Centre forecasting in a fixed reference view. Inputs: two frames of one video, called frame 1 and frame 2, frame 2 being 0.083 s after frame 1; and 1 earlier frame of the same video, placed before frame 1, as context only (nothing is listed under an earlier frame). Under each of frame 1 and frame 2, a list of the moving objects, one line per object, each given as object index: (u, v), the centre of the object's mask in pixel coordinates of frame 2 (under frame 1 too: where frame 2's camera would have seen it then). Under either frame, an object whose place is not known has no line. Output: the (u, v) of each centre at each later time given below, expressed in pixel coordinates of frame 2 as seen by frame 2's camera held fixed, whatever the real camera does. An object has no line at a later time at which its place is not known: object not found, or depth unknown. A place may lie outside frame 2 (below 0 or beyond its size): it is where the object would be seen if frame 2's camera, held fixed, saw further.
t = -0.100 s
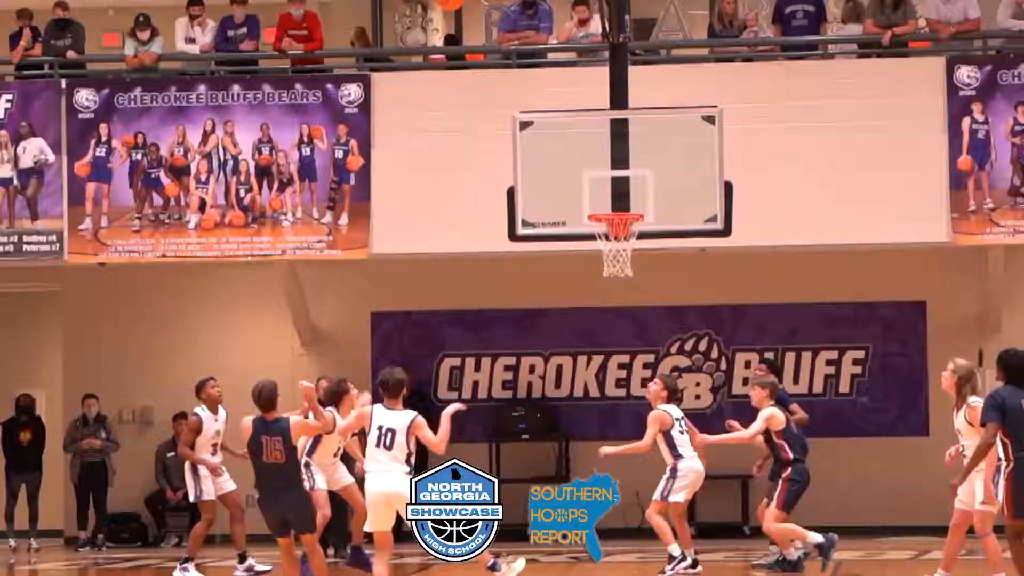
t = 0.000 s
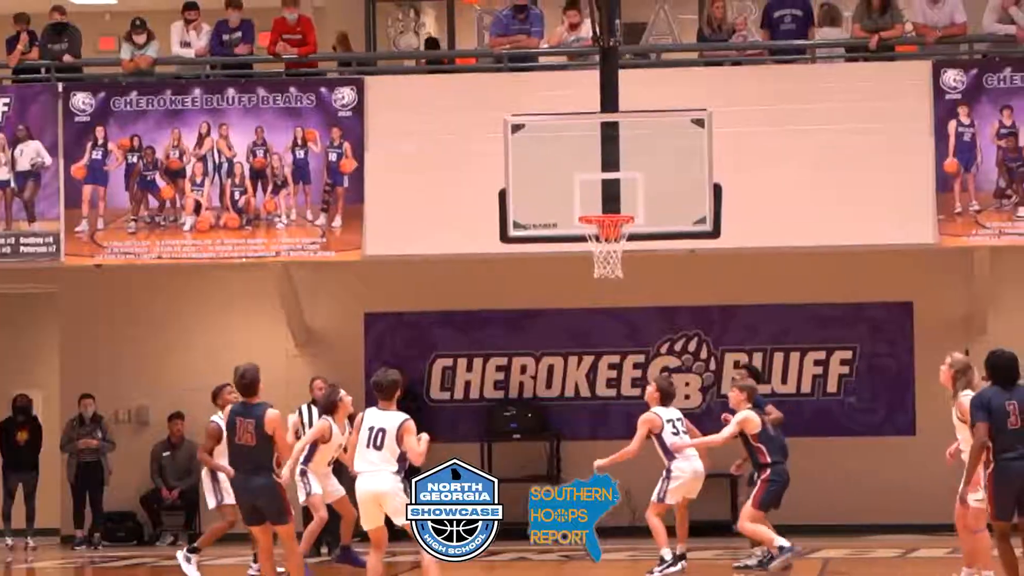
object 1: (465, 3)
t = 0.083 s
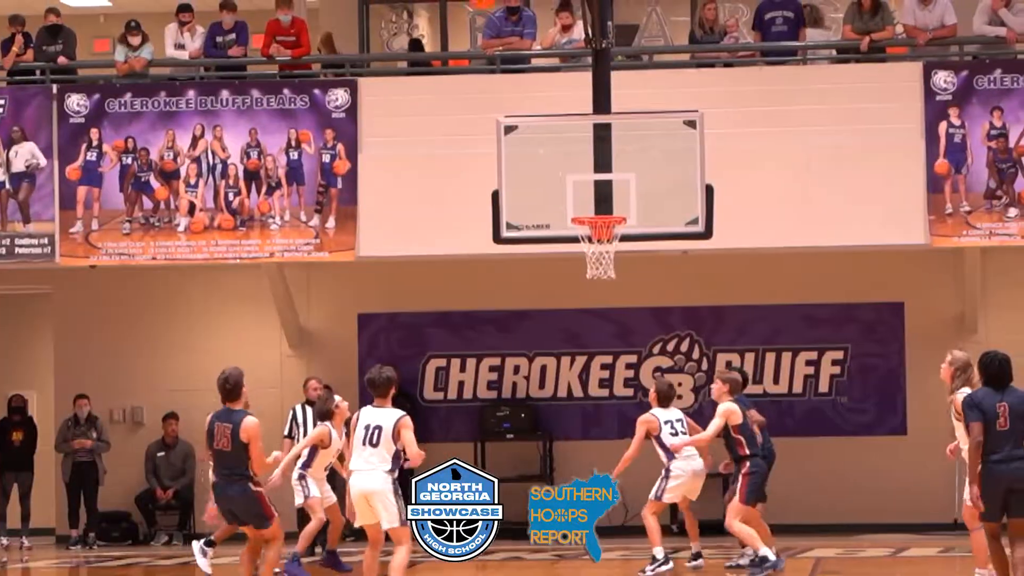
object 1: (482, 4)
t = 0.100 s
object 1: (489, 4)
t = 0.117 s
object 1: (491, 5)
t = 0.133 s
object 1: (494, 6)
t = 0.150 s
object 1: (499, 7)
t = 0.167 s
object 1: (504, 9)
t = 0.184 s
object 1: (509, 10)
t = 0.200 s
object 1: (512, 12)
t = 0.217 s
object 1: (516, 15)
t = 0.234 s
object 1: (520, 18)
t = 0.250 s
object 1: (525, 22)
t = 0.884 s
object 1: (632, 174)
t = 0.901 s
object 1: (632, 172)
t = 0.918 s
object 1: (633, 170)
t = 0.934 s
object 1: (633, 168)
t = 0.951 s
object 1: (633, 167)
